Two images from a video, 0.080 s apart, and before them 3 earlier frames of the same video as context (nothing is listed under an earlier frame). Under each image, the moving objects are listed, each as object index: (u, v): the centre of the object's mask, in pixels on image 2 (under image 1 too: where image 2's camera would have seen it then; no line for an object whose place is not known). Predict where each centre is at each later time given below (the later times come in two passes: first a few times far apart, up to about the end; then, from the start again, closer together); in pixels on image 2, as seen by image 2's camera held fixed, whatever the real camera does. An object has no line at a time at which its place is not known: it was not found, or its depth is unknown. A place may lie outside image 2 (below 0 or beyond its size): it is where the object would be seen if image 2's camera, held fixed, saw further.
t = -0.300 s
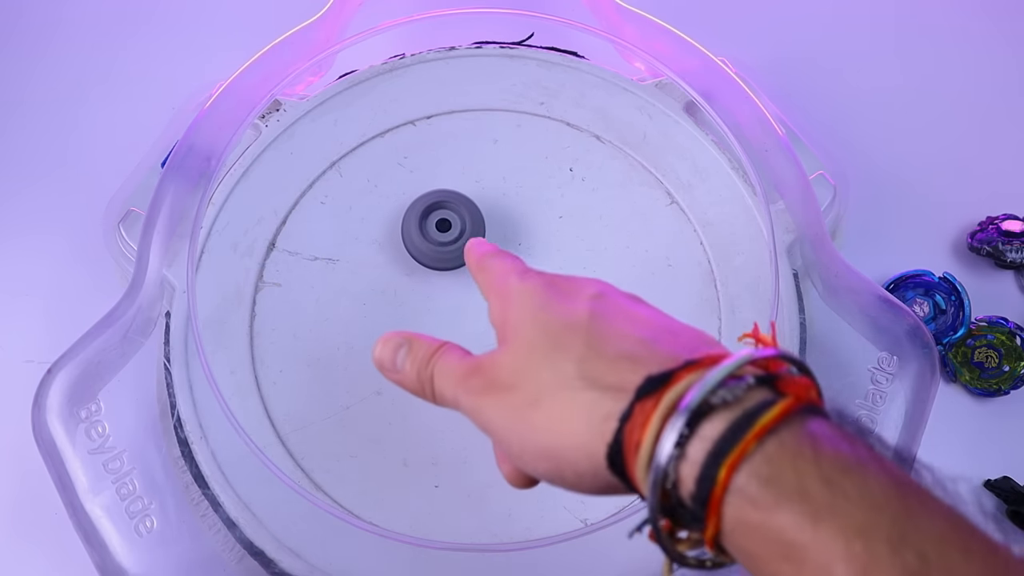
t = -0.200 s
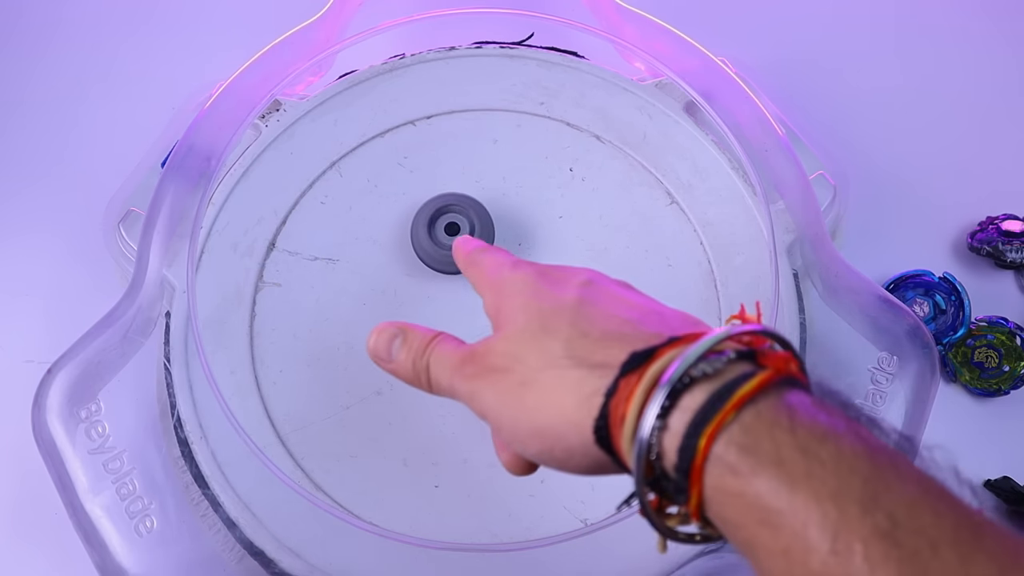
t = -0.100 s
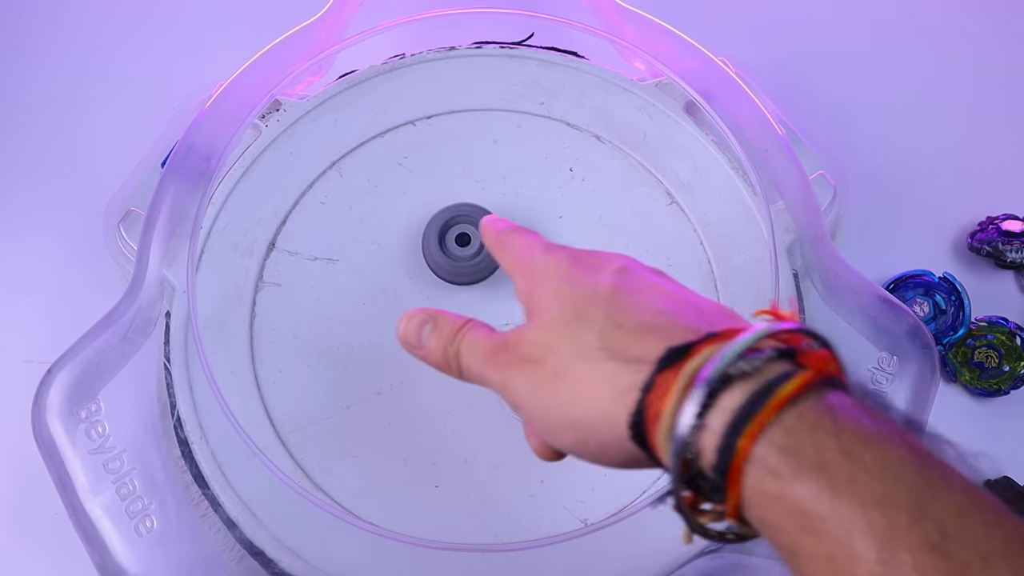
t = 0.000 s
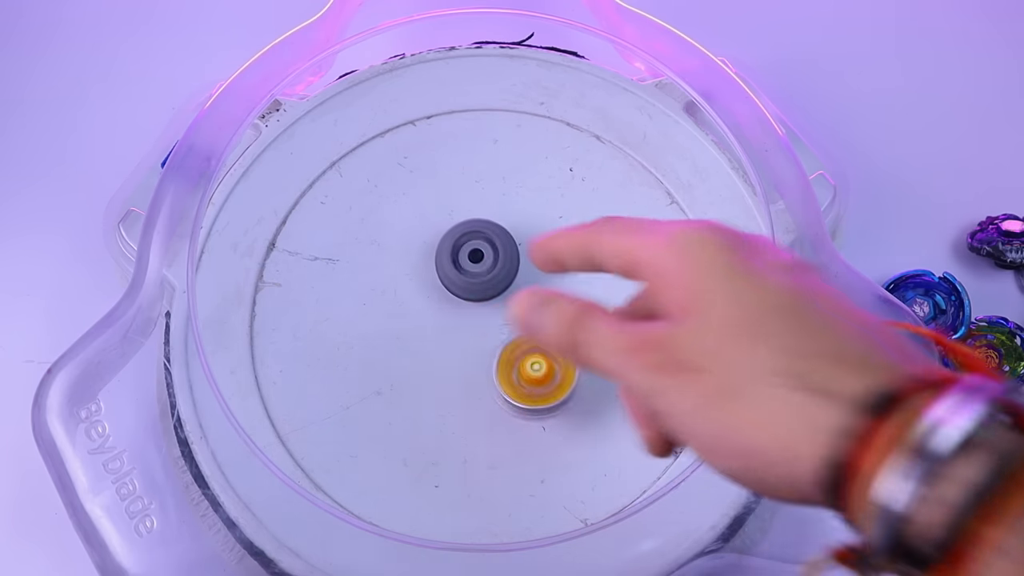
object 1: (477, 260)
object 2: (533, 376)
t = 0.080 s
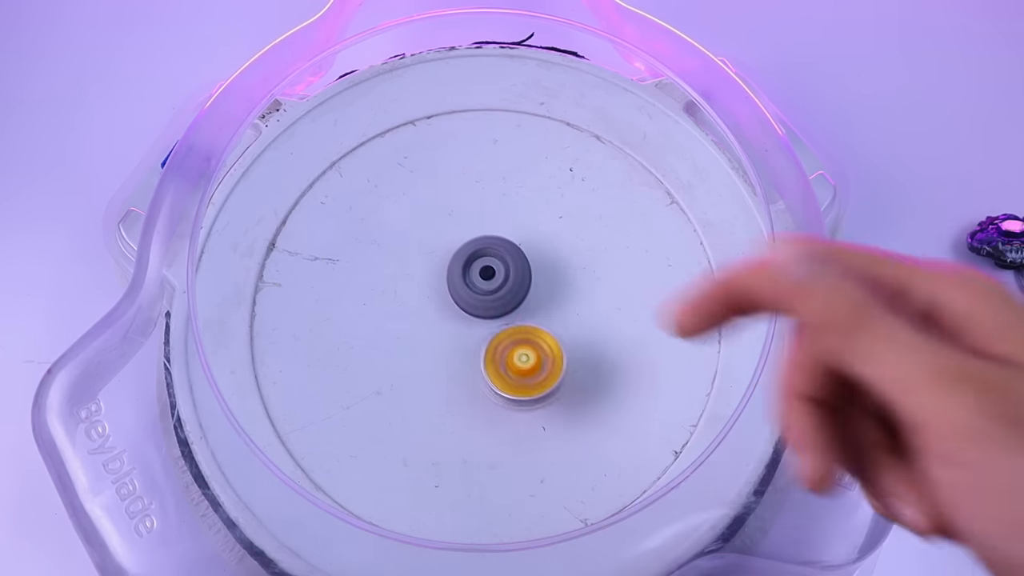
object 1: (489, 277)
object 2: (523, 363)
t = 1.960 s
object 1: (465, 442)
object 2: (499, 238)
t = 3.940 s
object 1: (441, 251)
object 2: (504, 347)
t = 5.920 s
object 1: (494, 347)
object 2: (493, 240)
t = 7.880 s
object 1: (338, 227)
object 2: (454, 394)
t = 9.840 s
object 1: (442, 357)
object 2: (485, 209)
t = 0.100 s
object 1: (492, 281)
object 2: (520, 361)
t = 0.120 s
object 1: (495, 284)
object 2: (516, 360)
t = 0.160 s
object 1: (503, 241)
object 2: (508, 438)
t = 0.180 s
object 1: (508, 218)
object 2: (506, 472)
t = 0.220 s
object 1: (518, 180)
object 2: (501, 531)
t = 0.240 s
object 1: (522, 166)
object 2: (499, 544)
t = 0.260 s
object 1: (524, 155)
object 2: (498, 556)
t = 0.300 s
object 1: (522, 145)
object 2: (497, 526)
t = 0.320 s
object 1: (520, 145)
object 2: (497, 500)
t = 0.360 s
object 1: (512, 145)
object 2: (500, 446)
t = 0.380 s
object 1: (508, 146)
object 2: (502, 421)
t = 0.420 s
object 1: (501, 148)
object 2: (504, 375)
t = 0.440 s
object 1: (497, 150)
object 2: (504, 354)
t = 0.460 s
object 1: (493, 152)
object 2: (504, 337)
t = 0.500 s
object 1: (486, 158)
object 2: (502, 308)
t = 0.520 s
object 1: (482, 161)
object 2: (499, 297)
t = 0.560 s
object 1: (475, 169)
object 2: (494, 281)
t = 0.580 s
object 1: (472, 174)
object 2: (490, 275)
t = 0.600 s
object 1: (468, 179)
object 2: (485, 270)
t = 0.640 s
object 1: (462, 190)
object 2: (477, 266)
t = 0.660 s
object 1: (458, 182)
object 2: (472, 285)
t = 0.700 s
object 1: (451, 162)
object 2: (466, 335)
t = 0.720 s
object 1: (448, 158)
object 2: (463, 357)
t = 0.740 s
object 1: (446, 158)
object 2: (459, 379)
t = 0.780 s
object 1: (439, 164)
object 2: (453, 416)
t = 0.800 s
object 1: (435, 167)
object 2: (452, 429)
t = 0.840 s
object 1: (428, 172)
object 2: (451, 445)
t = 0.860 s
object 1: (424, 174)
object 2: (454, 448)
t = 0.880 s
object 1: (421, 177)
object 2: (459, 447)
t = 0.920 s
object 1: (415, 183)
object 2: (476, 438)
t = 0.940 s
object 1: (412, 186)
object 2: (486, 432)
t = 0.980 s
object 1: (407, 194)
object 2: (501, 418)
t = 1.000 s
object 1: (405, 198)
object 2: (507, 412)
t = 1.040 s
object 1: (400, 206)
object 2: (516, 397)
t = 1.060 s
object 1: (398, 210)
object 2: (520, 390)
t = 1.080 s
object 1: (396, 214)
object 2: (523, 382)
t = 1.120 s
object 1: (392, 224)
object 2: (528, 368)
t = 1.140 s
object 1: (391, 229)
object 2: (531, 361)
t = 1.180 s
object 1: (387, 240)
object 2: (534, 347)
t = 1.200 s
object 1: (386, 247)
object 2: (536, 340)
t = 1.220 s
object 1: (384, 254)
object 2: (536, 333)
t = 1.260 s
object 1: (383, 267)
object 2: (536, 320)
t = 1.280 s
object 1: (382, 273)
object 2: (536, 314)
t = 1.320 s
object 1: (383, 287)
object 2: (533, 303)
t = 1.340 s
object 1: (385, 294)
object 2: (532, 297)
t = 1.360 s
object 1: (386, 301)
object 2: (530, 292)
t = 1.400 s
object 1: (386, 314)
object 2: (526, 282)
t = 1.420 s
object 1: (386, 321)
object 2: (525, 277)
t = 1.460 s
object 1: (385, 336)
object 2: (523, 267)
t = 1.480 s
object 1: (384, 343)
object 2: (521, 263)
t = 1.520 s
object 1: (383, 359)
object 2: (519, 255)
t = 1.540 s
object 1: (384, 367)
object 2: (518, 251)
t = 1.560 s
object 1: (386, 374)
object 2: (517, 248)
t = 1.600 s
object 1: (391, 388)
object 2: (515, 241)
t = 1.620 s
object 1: (395, 394)
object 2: (514, 239)
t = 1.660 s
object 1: (401, 406)
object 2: (511, 234)
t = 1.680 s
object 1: (405, 411)
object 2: (509, 232)
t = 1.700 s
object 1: (409, 415)
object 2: (507, 230)
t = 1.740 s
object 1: (417, 423)
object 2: (504, 228)
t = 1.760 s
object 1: (421, 426)
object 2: (502, 227)
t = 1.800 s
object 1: (430, 432)
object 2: (499, 226)
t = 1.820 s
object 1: (434, 434)
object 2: (498, 226)
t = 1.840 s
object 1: (439, 436)
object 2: (496, 226)
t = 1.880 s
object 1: (447, 439)
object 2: (496, 228)
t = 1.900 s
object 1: (452, 441)
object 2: (496, 231)
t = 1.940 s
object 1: (461, 442)
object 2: (498, 235)
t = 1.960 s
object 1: (465, 442)
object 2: (499, 238)
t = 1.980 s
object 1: (470, 442)
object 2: (500, 241)
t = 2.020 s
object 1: (479, 441)
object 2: (504, 245)
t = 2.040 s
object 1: (483, 439)
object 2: (506, 247)
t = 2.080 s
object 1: (492, 435)
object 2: (511, 249)
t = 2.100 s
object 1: (496, 433)
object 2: (514, 251)
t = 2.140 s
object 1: (504, 427)
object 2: (518, 252)
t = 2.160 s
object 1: (508, 424)
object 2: (521, 253)
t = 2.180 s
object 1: (513, 421)
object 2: (524, 253)
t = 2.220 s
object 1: (521, 414)
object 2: (529, 254)
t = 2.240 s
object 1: (524, 410)
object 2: (531, 254)
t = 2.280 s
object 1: (532, 403)
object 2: (536, 253)
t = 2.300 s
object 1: (535, 399)
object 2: (537, 253)
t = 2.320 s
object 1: (539, 395)
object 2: (539, 252)
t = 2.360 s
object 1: (547, 387)
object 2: (541, 252)
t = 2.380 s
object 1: (550, 382)
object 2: (542, 252)
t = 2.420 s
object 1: (557, 373)
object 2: (543, 252)
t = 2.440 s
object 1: (560, 368)
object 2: (544, 252)
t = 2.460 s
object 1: (562, 363)
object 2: (544, 252)
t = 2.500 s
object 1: (568, 351)
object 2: (544, 254)
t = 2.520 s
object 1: (569, 345)
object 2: (544, 255)
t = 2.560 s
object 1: (573, 341)
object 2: (541, 245)
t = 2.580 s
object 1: (574, 336)
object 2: (541, 240)
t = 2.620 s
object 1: (577, 328)
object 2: (537, 234)
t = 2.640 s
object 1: (579, 324)
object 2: (534, 233)
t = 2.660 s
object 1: (580, 320)
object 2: (531, 233)
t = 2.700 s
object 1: (582, 313)
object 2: (522, 235)
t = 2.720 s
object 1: (583, 310)
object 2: (519, 236)
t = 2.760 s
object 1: (585, 303)
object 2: (511, 241)
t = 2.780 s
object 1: (585, 300)
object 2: (508, 244)
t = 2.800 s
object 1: (585, 297)
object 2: (505, 247)
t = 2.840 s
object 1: (585, 290)
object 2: (501, 255)
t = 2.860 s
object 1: (589, 289)
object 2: (495, 254)
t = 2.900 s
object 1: (599, 292)
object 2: (470, 251)
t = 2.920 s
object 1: (601, 292)
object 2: (459, 251)
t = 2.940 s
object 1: (601, 291)
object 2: (448, 253)
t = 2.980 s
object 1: (601, 285)
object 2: (434, 254)
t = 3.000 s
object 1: (601, 283)
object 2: (430, 253)
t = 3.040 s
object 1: (599, 278)
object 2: (424, 258)
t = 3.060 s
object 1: (598, 276)
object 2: (421, 262)
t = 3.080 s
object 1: (596, 274)
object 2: (417, 265)
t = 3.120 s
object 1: (592, 270)
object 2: (410, 273)
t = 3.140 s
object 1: (590, 269)
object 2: (405, 278)
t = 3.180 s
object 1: (584, 266)
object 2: (398, 286)
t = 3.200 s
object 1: (581, 265)
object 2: (396, 291)
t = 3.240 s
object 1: (575, 263)
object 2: (392, 304)
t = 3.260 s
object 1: (571, 262)
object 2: (390, 310)
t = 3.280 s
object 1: (568, 262)
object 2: (385, 317)
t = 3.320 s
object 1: (561, 260)
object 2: (378, 331)
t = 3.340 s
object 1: (557, 260)
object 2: (374, 338)
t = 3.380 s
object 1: (549, 258)
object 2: (374, 350)
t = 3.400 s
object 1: (545, 257)
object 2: (376, 354)
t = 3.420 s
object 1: (541, 257)
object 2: (379, 358)
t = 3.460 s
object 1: (532, 256)
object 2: (386, 366)
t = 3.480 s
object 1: (527, 255)
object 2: (390, 369)
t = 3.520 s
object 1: (518, 255)
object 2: (400, 375)
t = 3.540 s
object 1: (513, 254)
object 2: (405, 377)
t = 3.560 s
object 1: (509, 254)
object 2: (411, 380)
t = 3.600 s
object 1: (500, 255)
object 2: (423, 381)
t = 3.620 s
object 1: (496, 255)
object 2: (428, 381)
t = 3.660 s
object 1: (487, 255)
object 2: (439, 380)
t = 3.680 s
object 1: (483, 255)
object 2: (445, 378)
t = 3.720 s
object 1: (474, 256)
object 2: (455, 375)
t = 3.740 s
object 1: (470, 256)
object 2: (461, 373)
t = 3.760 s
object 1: (467, 256)
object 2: (466, 370)
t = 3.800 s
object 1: (460, 255)
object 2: (475, 365)
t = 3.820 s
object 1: (457, 255)
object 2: (479, 363)
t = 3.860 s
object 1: (451, 254)
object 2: (488, 357)
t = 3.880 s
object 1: (448, 253)
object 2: (492, 355)
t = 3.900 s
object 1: (446, 252)
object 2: (497, 352)
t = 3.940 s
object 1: (441, 251)
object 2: (504, 347)
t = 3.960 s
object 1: (438, 249)
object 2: (508, 344)
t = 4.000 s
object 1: (434, 247)
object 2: (516, 338)
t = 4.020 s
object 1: (431, 246)
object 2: (519, 335)
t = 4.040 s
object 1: (429, 246)
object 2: (523, 332)
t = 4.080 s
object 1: (424, 246)
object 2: (528, 326)
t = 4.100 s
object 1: (422, 246)
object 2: (531, 322)
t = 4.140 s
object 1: (418, 247)
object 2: (537, 316)
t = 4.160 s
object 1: (416, 248)
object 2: (538, 313)
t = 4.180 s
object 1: (415, 249)
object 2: (539, 310)
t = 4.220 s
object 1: (413, 252)
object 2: (541, 302)
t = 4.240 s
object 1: (413, 253)
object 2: (542, 298)
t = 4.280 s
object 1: (413, 258)
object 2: (543, 291)
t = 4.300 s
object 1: (413, 260)
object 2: (543, 287)
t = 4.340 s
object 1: (415, 264)
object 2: (544, 280)
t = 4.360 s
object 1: (416, 266)
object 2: (544, 276)
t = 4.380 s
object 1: (418, 268)
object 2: (544, 274)
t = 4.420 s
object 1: (421, 272)
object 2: (544, 268)
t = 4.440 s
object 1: (422, 274)
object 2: (544, 265)
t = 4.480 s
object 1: (425, 279)
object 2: (543, 261)
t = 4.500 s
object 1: (427, 281)
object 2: (542, 258)
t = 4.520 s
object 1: (428, 284)
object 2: (542, 256)
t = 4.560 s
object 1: (431, 290)
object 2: (540, 252)
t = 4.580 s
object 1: (433, 293)
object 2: (538, 250)
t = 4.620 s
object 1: (436, 299)
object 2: (535, 247)
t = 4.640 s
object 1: (438, 303)
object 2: (533, 245)
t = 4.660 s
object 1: (439, 307)
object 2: (532, 245)
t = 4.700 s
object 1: (442, 314)
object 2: (527, 244)
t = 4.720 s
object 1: (443, 318)
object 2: (525, 245)
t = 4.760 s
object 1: (446, 326)
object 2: (521, 247)
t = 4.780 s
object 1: (447, 330)
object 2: (519, 248)
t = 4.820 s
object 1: (448, 337)
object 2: (515, 251)
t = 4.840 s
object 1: (449, 341)
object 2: (514, 253)
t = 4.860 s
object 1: (450, 345)
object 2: (513, 255)
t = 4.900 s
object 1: (452, 352)
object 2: (510, 260)
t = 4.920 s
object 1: (453, 356)
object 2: (510, 263)
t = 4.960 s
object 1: (455, 362)
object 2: (509, 268)
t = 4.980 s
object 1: (456, 365)
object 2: (508, 271)
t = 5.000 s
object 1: (457, 368)
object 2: (508, 274)
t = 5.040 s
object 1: (459, 374)
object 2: (506, 279)
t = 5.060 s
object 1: (460, 376)
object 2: (506, 282)
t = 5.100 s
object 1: (462, 381)
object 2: (506, 289)
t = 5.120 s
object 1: (463, 384)
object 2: (506, 292)
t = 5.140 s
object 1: (464, 386)
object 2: (505, 295)
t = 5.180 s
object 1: (466, 390)
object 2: (503, 302)
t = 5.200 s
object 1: (468, 392)
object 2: (503, 305)
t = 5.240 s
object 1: (470, 395)
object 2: (503, 309)
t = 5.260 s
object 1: (469, 400)
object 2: (504, 308)
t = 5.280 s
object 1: (461, 413)
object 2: (515, 291)
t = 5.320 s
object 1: (450, 433)
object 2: (534, 261)
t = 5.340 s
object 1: (448, 437)
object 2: (541, 249)
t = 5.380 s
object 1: (450, 440)
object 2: (547, 234)
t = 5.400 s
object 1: (450, 442)
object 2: (547, 228)
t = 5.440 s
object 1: (451, 445)
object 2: (544, 220)
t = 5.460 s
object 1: (451, 446)
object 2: (541, 217)
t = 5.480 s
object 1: (451, 446)
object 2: (538, 214)
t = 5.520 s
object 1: (453, 444)
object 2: (532, 209)
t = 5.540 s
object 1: (454, 443)
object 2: (528, 207)
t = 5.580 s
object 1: (456, 438)
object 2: (522, 204)
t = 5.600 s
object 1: (457, 435)
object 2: (519, 203)
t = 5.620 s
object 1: (458, 433)
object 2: (517, 202)
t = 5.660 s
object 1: (461, 427)
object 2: (511, 202)
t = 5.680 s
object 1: (463, 423)
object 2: (509, 203)
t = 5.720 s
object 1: (466, 414)
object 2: (503, 205)
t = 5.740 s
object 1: (468, 409)
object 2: (501, 207)
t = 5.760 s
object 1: (471, 403)
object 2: (499, 209)
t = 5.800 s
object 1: (476, 390)
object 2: (495, 214)
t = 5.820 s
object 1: (479, 383)
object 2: (493, 217)
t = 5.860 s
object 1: (485, 369)
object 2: (492, 225)
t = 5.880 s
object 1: (488, 362)
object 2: (492, 230)
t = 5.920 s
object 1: (494, 347)
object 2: (493, 240)
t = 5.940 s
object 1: (498, 340)
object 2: (494, 245)
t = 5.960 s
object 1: (498, 347)
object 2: (497, 239)
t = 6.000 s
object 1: (495, 396)
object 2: (514, 179)
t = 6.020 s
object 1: (494, 415)
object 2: (521, 155)
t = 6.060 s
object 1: (499, 442)
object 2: (530, 116)
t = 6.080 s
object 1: (502, 449)
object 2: (533, 103)
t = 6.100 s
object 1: (506, 454)
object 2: (532, 96)
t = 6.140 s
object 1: (516, 457)
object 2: (530, 94)
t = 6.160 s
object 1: (521, 457)
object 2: (526, 97)
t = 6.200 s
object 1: (528, 458)
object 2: (520, 109)
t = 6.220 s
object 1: (532, 458)
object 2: (516, 117)
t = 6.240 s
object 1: (535, 459)
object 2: (510, 124)
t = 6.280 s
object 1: (541, 458)
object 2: (496, 142)
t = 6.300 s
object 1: (544, 457)
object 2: (490, 153)
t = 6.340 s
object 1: (550, 455)
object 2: (477, 170)
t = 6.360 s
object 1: (553, 453)
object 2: (473, 179)
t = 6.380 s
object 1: (555, 452)
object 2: (470, 186)
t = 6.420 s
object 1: (559, 446)
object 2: (469, 197)
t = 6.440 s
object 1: (561, 443)
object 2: (469, 203)
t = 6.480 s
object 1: (566, 437)
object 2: (473, 212)
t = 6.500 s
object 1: (568, 433)
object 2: (476, 217)
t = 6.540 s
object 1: (572, 424)
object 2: (483, 226)
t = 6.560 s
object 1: (574, 418)
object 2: (487, 231)
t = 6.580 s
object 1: (576, 413)
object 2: (490, 236)
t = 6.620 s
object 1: (581, 400)
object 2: (497, 246)
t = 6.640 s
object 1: (582, 393)
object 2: (500, 252)
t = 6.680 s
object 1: (586, 378)
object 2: (507, 261)
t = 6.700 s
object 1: (588, 369)
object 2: (511, 266)
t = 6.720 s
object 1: (589, 361)
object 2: (514, 270)
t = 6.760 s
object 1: (591, 343)
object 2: (521, 278)
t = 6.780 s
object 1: (602, 348)
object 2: (512, 263)
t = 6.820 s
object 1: (639, 376)
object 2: (471, 208)
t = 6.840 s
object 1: (656, 388)
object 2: (453, 182)
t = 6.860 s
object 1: (669, 393)
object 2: (434, 159)
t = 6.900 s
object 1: (687, 398)
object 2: (404, 122)
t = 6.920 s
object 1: (692, 395)
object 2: (389, 110)
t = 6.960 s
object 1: (693, 388)
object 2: (367, 110)
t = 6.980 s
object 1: (693, 385)
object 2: (358, 114)
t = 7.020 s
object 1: (694, 378)
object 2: (338, 130)
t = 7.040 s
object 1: (694, 375)
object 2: (330, 143)
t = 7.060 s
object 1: (694, 373)
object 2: (323, 158)
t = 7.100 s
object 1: (693, 369)
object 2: (313, 186)
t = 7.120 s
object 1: (691, 367)
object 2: (308, 199)
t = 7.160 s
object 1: (687, 359)
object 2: (302, 222)
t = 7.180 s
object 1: (684, 354)
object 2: (300, 232)
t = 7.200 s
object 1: (679, 348)
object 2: (299, 242)
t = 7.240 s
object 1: (666, 336)
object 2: (297, 262)
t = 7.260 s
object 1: (658, 329)
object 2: (297, 271)
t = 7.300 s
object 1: (639, 314)
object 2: (301, 288)
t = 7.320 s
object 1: (626, 304)
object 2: (303, 293)
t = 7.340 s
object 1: (612, 298)
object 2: (306, 298)
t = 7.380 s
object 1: (582, 284)
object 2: (313, 311)
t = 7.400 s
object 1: (567, 277)
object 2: (316, 317)
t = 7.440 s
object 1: (538, 265)
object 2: (323, 327)
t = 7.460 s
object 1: (522, 259)
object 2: (327, 333)
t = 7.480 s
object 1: (507, 253)
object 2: (332, 339)
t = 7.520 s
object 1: (478, 244)
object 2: (341, 349)
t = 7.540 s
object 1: (464, 240)
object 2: (346, 354)
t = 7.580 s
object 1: (436, 233)
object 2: (357, 363)
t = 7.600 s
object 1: (422, 230)
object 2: (363, 367)
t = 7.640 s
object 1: (396, 226)
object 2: (376, 375)
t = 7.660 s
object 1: (384, 224)
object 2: (382, 377)
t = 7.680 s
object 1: (373, 224)
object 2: (389, 380)
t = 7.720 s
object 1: (358, 223)
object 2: (403, 385)
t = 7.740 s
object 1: (352, 223)
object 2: (409, 387)
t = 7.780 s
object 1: (344, 224)
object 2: (423, 391)
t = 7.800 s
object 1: (341, 224)
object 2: (430, 392)
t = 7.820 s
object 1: (339, 224)
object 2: (435, 392)
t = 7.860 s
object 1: (338, 225)
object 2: (448, 394)
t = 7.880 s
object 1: (338, 227)
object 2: (454, 394)
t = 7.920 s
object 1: (338, 231)
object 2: (466, 394)
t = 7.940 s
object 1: (338, 233)
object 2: (473, 394)
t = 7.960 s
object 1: (338, 234)
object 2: (479, 393)
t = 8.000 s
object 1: (342, 239)
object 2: (491, 391)
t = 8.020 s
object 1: (344, 243)
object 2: (497, 390)
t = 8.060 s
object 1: (350, 255)
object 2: (508, 387)
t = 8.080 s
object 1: (355, 262)
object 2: (513, 386)
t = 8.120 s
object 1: (370, 277)
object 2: (524, 383)
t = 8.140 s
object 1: (381, 286)
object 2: (529, 382)
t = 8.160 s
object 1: (391, 293)
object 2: (534, 381)
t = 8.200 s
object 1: (413, 309)
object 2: (543, 378)
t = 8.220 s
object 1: (425, 318)
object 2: (548, 377)
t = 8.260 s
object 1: (448, 336)
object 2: (557, 373)
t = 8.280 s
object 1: (459, 344)
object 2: (559, 370)
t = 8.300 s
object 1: (472, 353)
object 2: (562, 368)
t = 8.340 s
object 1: (470, 343)
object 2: (610, 382)
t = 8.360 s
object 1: (466, 341)
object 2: (637, 391)
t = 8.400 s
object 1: (462, 331)
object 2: (681, 398)
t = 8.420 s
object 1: (465, 329)
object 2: (695, 398)
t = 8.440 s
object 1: (467, 327)
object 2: (699, 390)
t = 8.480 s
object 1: (474, 324)
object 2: (702, 383)
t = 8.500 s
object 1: (477, 324)
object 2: (702, 376)
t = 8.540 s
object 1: (486, 326)
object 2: (691, 356)
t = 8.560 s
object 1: (492, 325)
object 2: (683, 347)
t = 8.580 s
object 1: (497, 325)
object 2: (676, 340)
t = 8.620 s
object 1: (506, 321)
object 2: (663, 325)
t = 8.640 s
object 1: (510, 320)
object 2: (657, 319)
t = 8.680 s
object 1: (519, 321)
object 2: (647, 308)
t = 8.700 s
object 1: (525, 320)
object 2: (643, 305)
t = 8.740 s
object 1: (533, 316)
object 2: (635, 302)
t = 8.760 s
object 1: (535, 315)
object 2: (630, 300)
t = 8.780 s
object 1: (536, 314)
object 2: (625, 301)
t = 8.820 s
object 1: (536, 315)
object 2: (622, 301)
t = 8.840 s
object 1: (530, 314)
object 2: (628, 299)
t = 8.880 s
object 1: (519, 318)
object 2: (645, 302)
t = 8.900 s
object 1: (515, 319)
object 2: (648, 305)
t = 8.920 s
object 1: (511, 321)
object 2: (647, 306)
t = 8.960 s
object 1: (503, 326)
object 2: (642, 305)
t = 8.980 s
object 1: (499, 330)
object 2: (640, 303)
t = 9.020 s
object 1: (491, 334)
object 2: (633, 300)
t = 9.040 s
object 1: (488, 337)
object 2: (630, 299)
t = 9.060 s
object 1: (484, 340)
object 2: (627, 298)
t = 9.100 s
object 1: (479, 345)
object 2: (619, 297)
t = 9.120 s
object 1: (478, 348)
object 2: (614, 296)
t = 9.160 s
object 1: (477, 352)
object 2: (605, 295)
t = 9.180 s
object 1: (475, 354)
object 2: (600, 295)
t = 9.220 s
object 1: (472, 356)
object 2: (590, 295)
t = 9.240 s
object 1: (470, 356)
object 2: (585, 295)
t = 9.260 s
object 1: (468, 358)
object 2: (580, 294)
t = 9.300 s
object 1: (468, 361)
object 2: (568, 294)
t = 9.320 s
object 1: (469, 361)
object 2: (563, 293)
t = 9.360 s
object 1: (471, 360)
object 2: (552, 293)
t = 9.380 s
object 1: (470, 358)
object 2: (546, 292)
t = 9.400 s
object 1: (469, 356)
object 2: (540, 291)
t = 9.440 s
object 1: (467, 355)
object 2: (530, 290)
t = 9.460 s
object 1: (453, 360)
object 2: (540, 278)
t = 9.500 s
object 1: (434, 371)
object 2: (556, 261)
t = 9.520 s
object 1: (428, 377)
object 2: (562, 251)
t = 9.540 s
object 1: (421, 379)
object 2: (570, 242)
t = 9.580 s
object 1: (414, 380)
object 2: (575, 228)
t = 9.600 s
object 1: (412, 379)
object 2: (576, 220)
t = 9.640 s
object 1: (408, 377)
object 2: (566, 207)
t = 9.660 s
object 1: (408, 376)
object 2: (560, 204)
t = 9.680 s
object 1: (407, 374)
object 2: (551, 204)
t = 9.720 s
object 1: (410, 368)
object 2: (534, 199)
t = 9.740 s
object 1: (413, 365)
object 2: (524, 202)
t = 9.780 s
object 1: (422, 361)
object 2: (506, 202)
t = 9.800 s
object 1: (428, 359)
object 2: (499, 206)
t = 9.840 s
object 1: (442, 357)
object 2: (485, 209)
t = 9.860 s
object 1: (447, 356)
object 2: (478, 214)
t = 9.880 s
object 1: (453, 356)
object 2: (473, 214)
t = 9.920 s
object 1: (468, 356)
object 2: (463, 215)
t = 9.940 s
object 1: (476, 356)
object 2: (461, 217)
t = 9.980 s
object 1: (490, 359)
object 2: (457, 219)
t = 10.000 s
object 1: (496, 359)
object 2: (453, 222)
